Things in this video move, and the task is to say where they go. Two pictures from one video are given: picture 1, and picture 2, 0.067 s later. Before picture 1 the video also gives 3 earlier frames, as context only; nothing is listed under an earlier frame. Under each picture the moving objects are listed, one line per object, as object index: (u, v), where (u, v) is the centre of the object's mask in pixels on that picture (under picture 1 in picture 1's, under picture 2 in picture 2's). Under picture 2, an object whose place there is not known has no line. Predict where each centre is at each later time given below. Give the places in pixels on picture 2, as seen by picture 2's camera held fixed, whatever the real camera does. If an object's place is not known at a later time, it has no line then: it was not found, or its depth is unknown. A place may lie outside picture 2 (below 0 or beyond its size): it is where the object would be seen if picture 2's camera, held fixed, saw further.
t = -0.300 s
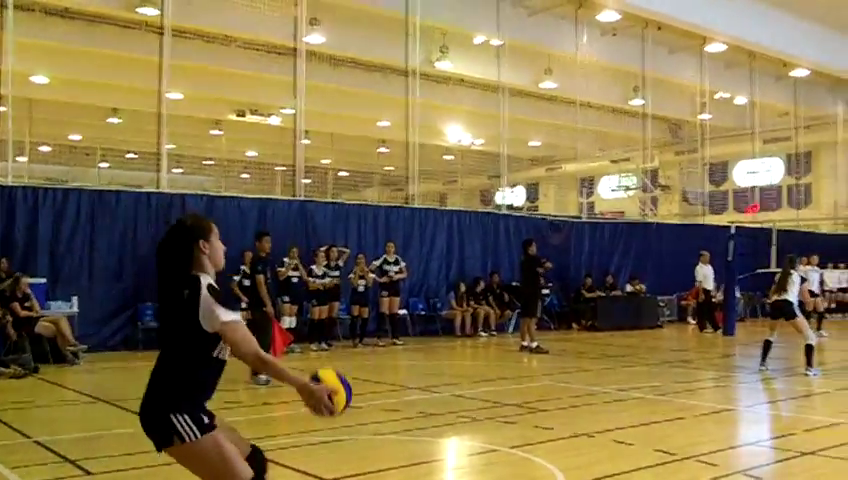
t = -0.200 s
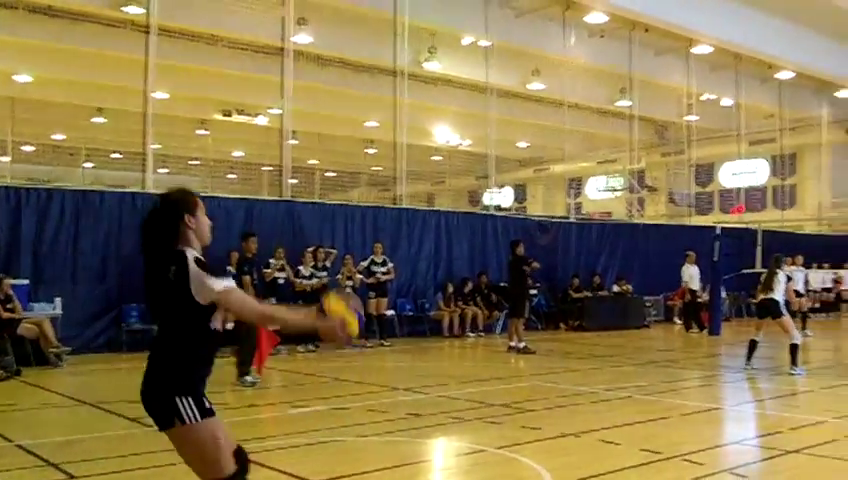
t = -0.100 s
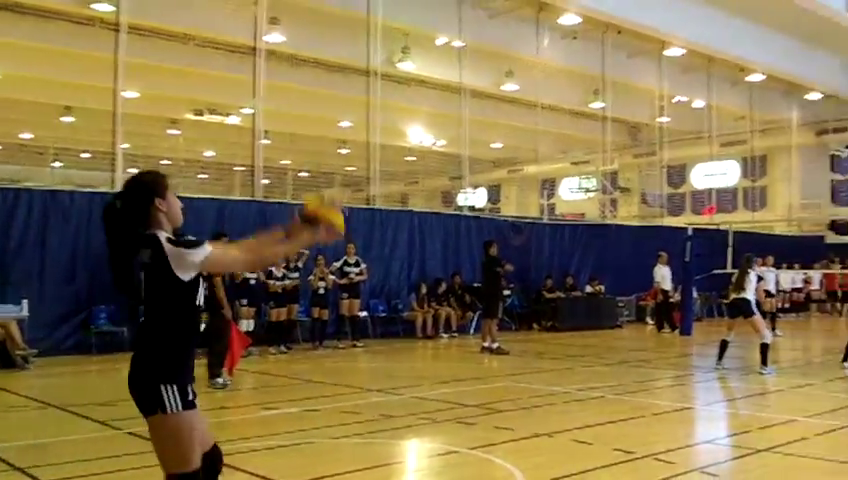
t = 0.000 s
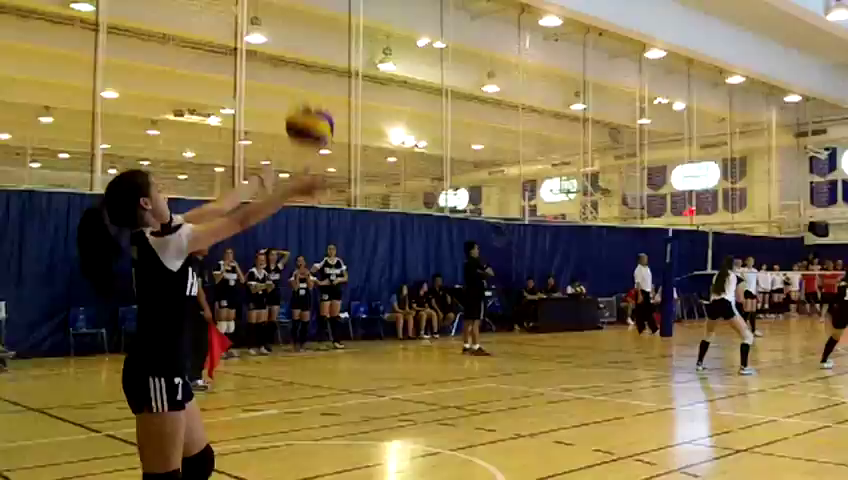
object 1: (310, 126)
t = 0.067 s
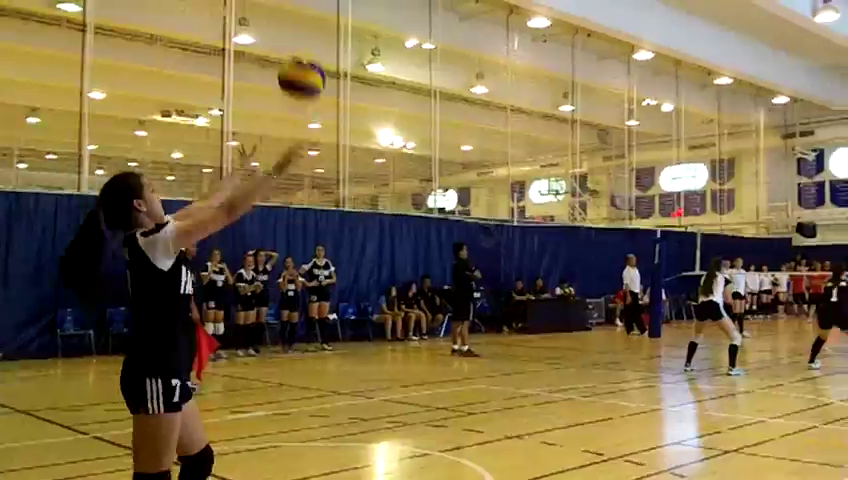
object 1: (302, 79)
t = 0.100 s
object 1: (308, 57)
